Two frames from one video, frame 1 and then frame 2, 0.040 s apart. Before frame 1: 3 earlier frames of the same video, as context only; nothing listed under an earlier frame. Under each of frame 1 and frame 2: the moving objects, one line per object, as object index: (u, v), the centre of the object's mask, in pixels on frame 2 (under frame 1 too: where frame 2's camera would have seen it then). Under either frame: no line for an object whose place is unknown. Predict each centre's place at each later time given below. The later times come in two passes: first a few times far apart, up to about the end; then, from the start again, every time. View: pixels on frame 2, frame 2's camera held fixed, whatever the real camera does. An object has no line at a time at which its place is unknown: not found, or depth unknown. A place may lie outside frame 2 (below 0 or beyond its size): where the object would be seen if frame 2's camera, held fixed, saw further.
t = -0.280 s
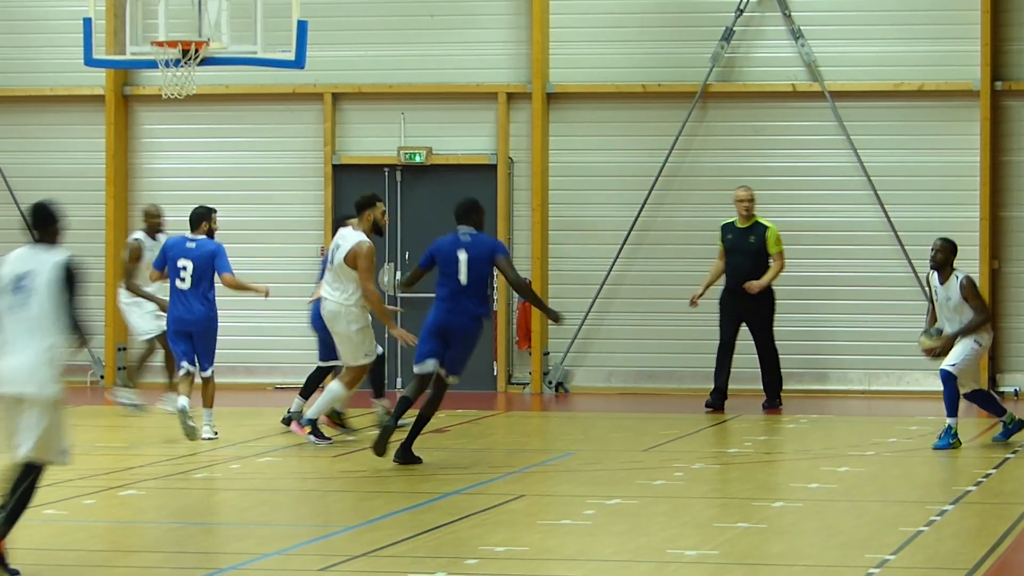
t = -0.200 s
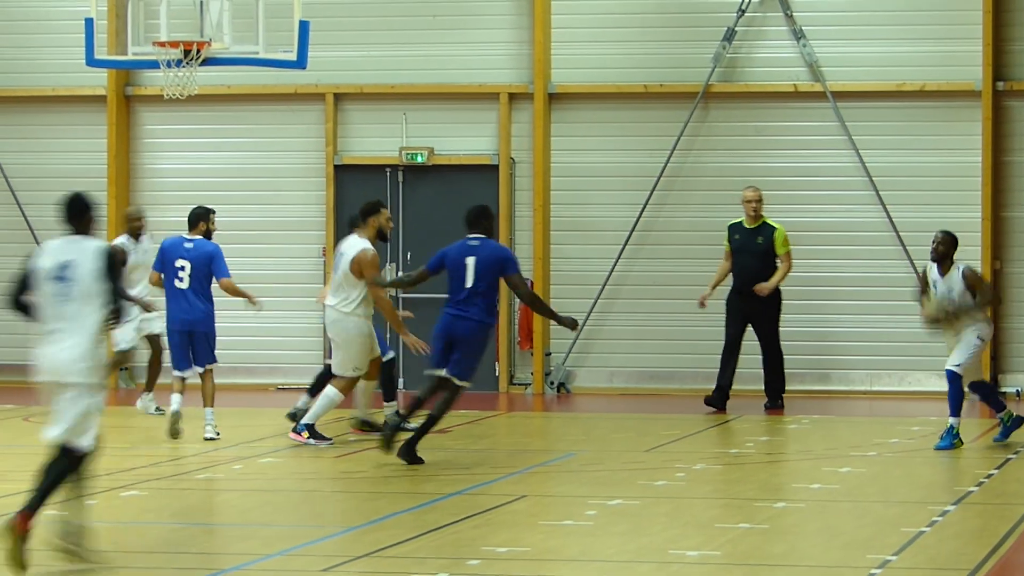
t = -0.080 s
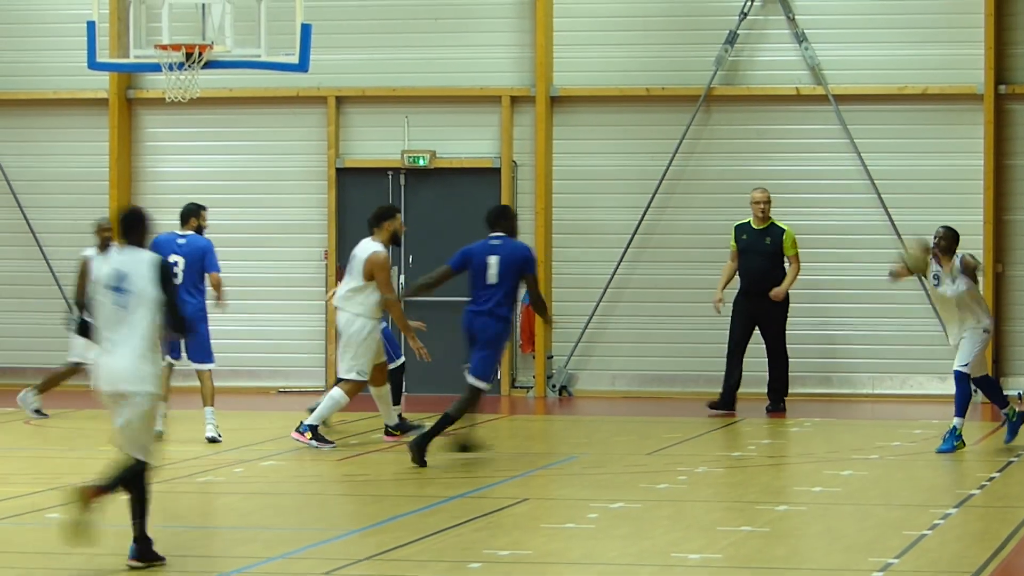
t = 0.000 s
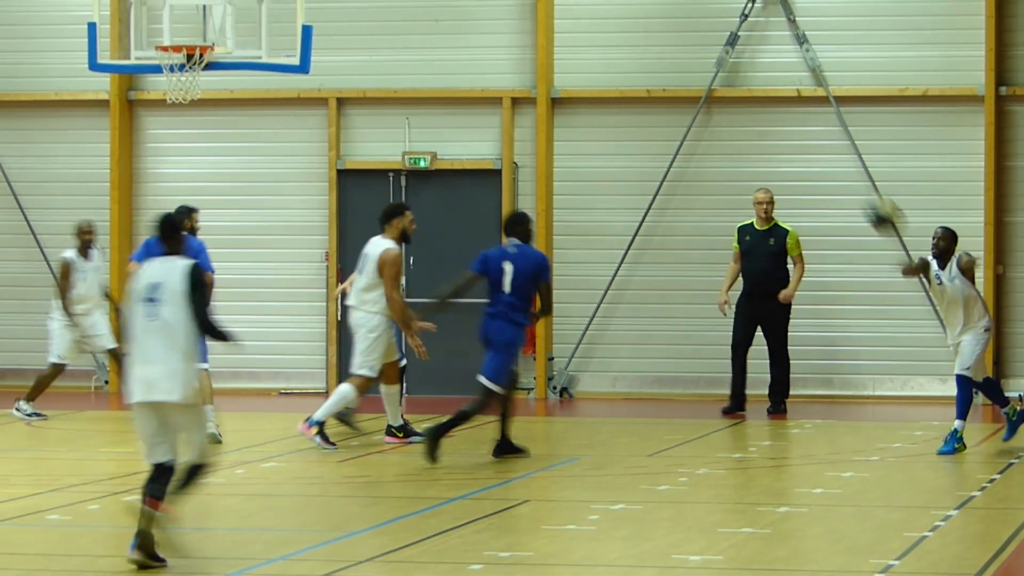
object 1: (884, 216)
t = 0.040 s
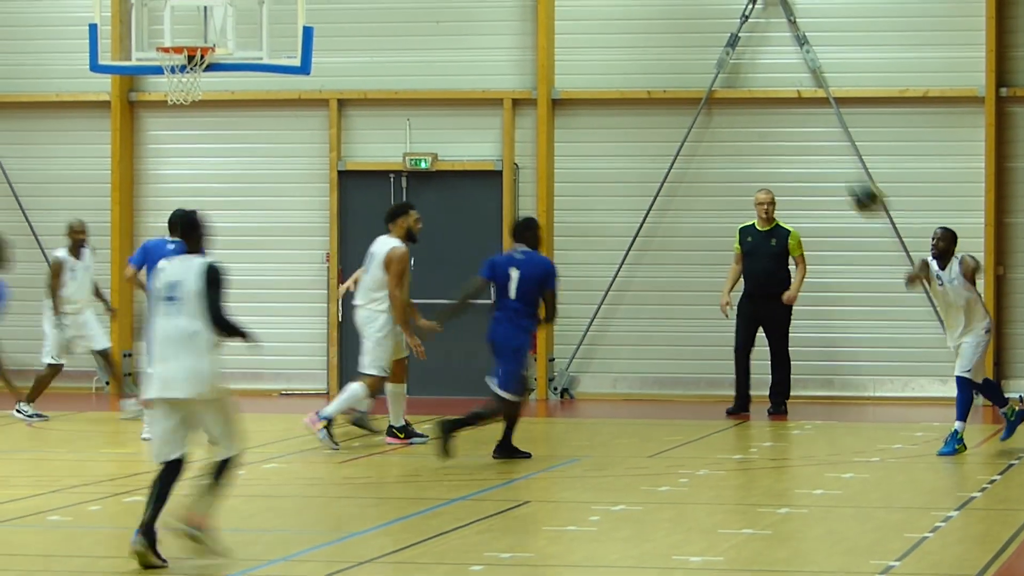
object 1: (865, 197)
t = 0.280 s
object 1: (744, 118)
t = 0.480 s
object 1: (626, 113)
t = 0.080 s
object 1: (846, 179)
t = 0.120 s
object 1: (825, 163)
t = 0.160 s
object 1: (806, 149)
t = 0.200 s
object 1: (784, 136)
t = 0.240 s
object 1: (764, 126)
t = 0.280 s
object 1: (744, 118)
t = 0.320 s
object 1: (721, 113)
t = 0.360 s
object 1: (698, 111)
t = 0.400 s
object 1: (673, 109)
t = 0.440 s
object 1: (649, 110)
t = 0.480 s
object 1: (626, 113)
